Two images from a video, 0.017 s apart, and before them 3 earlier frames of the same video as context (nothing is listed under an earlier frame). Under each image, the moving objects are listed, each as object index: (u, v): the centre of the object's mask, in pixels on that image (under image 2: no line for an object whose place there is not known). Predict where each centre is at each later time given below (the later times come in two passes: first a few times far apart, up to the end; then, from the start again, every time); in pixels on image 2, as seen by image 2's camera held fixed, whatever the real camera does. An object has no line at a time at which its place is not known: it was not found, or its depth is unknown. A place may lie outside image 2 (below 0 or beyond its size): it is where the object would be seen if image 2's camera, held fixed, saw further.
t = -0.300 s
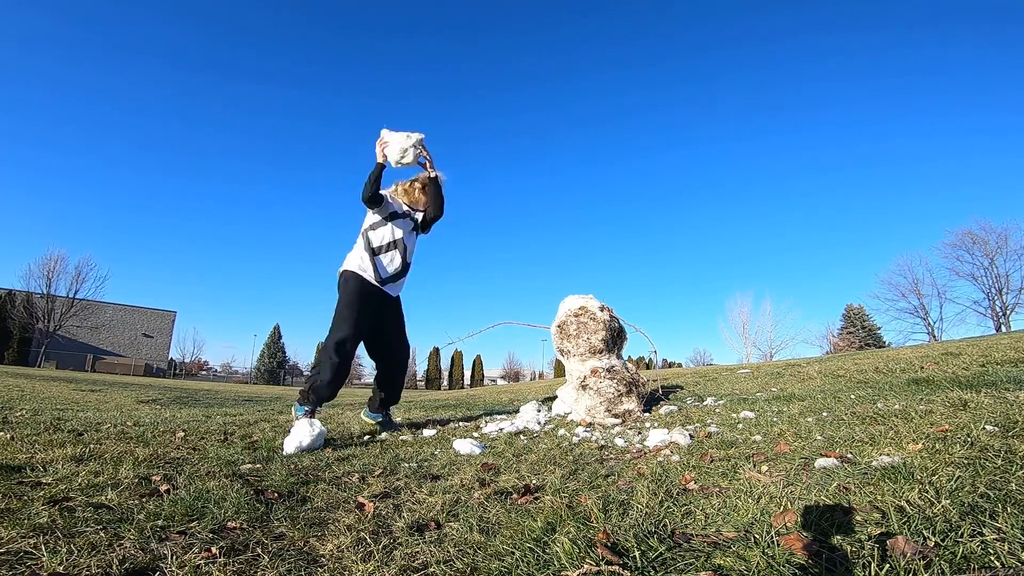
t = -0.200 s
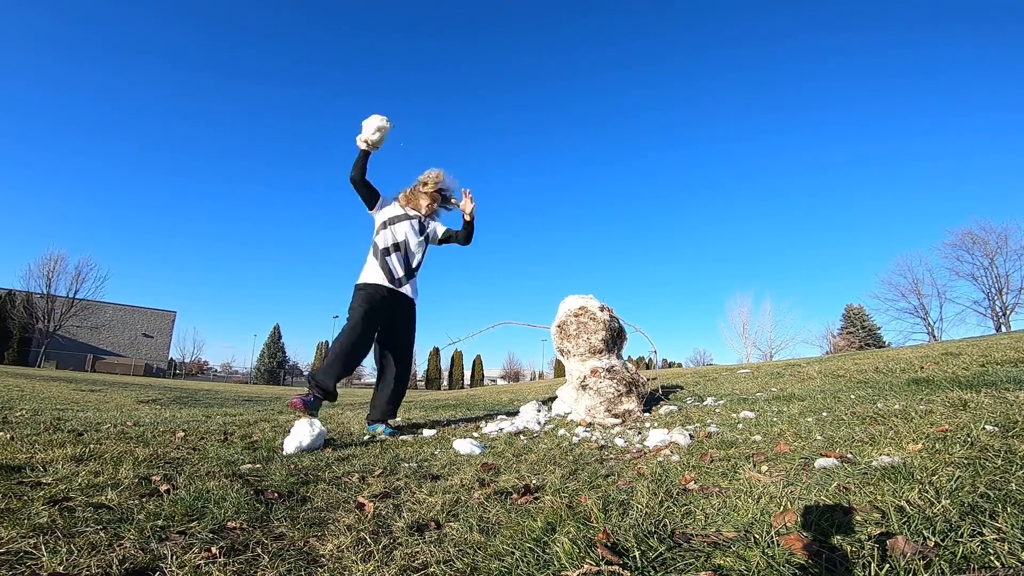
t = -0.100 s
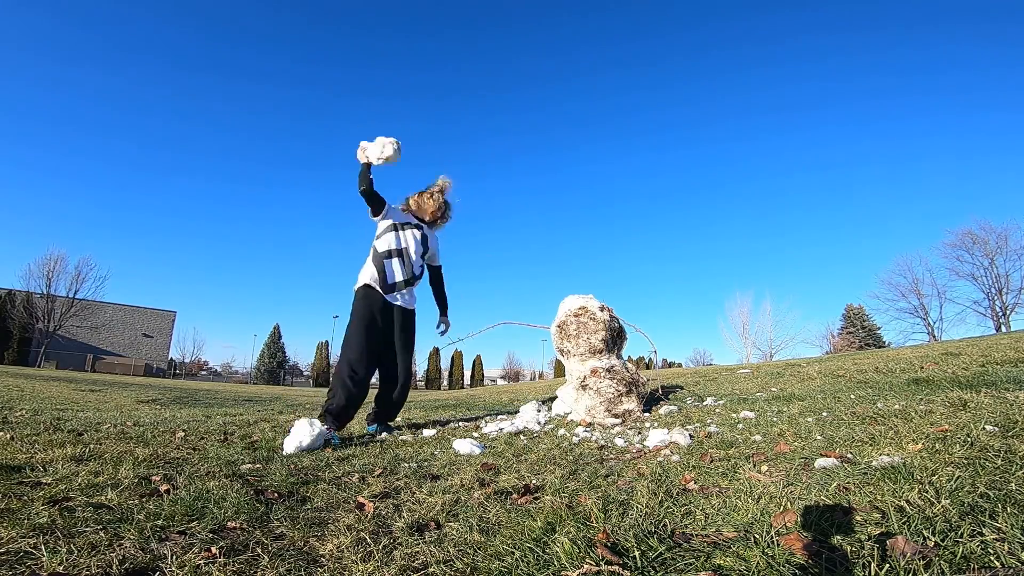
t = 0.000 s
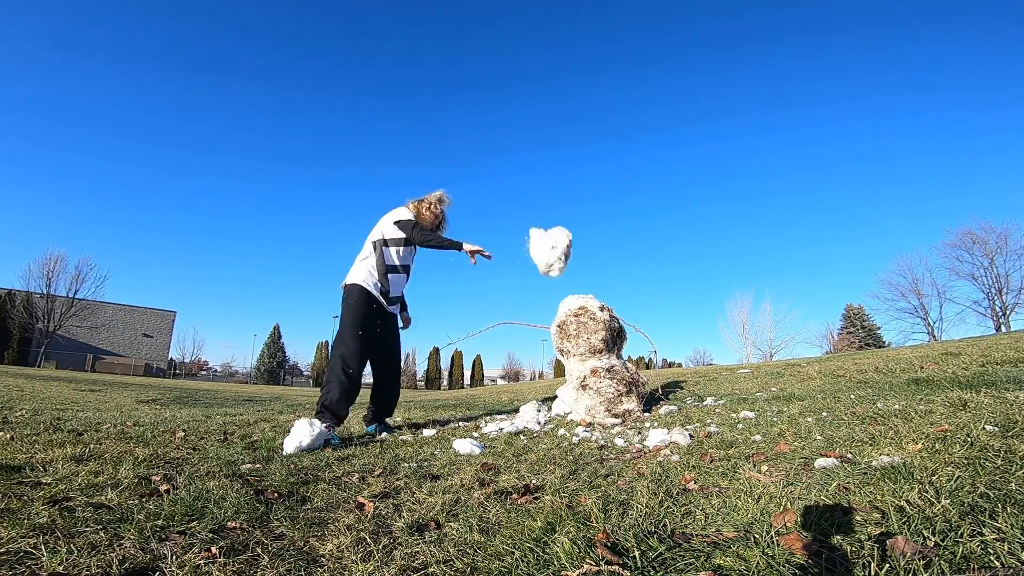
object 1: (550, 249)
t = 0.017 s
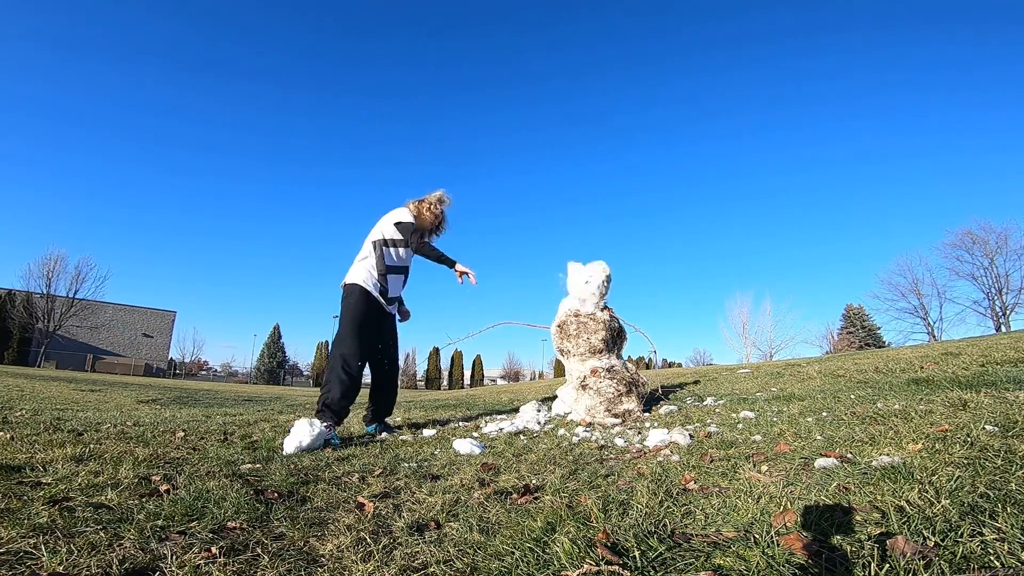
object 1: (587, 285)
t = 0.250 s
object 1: (934, 362)
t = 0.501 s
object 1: (954, 357)
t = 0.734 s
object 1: (941, 363)
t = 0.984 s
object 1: (941, 363)
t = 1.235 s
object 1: (941, 363)
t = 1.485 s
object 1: (940, 363)
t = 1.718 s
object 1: (940, 363)
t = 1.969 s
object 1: (941, 363)
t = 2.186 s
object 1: (941, 363)
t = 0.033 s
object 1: (618, 304)
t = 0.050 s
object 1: (657, 322)
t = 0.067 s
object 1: (695, 344)
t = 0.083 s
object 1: (733, 377)
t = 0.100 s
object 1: (762, 386)
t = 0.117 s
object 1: (775, 379)
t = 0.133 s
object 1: (810, 365)
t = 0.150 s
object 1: (832, 362)
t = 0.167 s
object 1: (855, 363)
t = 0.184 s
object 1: (877, 364)
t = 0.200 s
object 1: (895, 360)
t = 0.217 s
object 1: (913, 359)
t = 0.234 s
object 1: (921, 359)
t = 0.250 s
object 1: (934, 362)
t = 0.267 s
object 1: (951, 360)
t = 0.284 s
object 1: (952, 359)
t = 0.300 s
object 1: (959, 358)
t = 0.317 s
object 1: (964, 355)
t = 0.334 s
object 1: (967, 353)
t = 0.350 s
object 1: (968, 352)
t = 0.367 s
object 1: (968, 352)
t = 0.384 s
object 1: (967, 354)
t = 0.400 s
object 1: (965, 356)
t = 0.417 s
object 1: (962, 357)
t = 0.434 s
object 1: (960, 357)
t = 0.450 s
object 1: (958, 357)
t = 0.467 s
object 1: (956, 357)
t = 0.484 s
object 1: (956, 357)
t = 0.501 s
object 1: (954, 357)
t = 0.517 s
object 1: (953, 357)
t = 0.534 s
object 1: (952, 358)
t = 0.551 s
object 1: (949, 359)
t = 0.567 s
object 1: (946, 361)
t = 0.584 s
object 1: (942, 362)
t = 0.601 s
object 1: (940, 363)
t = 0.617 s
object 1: (939, 363)
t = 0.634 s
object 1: (939, 363)
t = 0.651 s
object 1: (940, 363)
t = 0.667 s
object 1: (941, 363)
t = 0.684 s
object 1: (941, 363)
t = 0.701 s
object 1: (941, 363)
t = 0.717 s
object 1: (941, 363)
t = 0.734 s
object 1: (941, 363)
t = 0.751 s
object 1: (941, 363)
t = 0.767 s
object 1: (941, 363)
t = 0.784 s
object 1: (941, 363)
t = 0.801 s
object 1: (941, 363)
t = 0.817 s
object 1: (941, 363)
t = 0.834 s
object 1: (941, 363)
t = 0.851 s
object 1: (941, 363)
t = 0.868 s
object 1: (941, 363)
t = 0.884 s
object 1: (941, 363)
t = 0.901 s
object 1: (941, 363)
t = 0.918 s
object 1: (941, 363)
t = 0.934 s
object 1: (941, 363)
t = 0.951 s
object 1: (941, 363)
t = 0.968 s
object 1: (941, 363)
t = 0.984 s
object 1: (941, 363)
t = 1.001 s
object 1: (941, 363)
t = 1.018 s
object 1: (941, 363)
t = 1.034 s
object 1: (941, 363)
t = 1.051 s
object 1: (941, 363)
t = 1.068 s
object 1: (941, 363)
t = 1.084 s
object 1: (941, 363)
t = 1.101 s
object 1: (941, 363)
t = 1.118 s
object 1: (941, 363)
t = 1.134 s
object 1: (941, 363)
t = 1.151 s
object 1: (941, 363)
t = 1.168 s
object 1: (941, 363)
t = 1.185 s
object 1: (941, 363)
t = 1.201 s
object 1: (941, 363)
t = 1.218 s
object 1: (941, 363)
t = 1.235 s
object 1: (941, 363)
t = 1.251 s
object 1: (941, 363)
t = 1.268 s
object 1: (941, 363)
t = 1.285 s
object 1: (941, 363)
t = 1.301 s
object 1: (941, 363)
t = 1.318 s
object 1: (941, 363)
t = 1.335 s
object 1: (940, 363)
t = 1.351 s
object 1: (940, 363)
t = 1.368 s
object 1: (941, 363)
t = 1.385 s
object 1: (941, 363)
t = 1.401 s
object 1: (941, 363)
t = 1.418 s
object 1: (940, 363)
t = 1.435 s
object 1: (941, 363)
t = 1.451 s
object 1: (940, 363)
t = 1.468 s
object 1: (940, 363)
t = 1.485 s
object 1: (940, 363)
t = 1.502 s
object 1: (940, 363)
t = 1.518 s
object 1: (940, 363)
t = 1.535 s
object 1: (940, 363)
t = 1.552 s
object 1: (940, 363)
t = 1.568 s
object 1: (940, 363)
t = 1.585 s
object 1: (940, 363)
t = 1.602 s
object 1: (940, 363)
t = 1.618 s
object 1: (940, 363)
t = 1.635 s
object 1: (940, 363)
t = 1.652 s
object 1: (940, 363)
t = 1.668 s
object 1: (940, 363)
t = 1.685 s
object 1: (940, 363)
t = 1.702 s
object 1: (940, 363)
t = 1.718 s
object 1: (940, 363)
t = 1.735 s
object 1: (940, 363)
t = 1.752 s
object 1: (940, 363)
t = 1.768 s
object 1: (940, 363)
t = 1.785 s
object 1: (940, 363)
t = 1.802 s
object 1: (940, 363)
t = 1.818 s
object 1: (940, 363)
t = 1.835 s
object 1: (940, 363)
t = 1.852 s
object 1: (940, 363)
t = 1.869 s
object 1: (940, 363)
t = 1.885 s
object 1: (940, 363)
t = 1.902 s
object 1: (940, 363)
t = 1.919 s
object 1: (940, 363)
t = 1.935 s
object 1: (941, 363)
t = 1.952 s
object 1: (941, 363)
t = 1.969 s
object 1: (941, 363)
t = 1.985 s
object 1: (941, 363)
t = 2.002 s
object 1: (941, 363)
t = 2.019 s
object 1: (941, 363)
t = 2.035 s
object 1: (941, 363)
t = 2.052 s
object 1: (941, 363)
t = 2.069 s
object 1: (941, 363)
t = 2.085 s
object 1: (941, 363)
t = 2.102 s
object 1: (941, 363)
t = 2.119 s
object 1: (940, 363)
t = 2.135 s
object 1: (941, 363)
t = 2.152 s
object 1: (941, 363)
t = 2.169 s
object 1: (940, 363)
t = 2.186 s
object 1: (941, 363)
